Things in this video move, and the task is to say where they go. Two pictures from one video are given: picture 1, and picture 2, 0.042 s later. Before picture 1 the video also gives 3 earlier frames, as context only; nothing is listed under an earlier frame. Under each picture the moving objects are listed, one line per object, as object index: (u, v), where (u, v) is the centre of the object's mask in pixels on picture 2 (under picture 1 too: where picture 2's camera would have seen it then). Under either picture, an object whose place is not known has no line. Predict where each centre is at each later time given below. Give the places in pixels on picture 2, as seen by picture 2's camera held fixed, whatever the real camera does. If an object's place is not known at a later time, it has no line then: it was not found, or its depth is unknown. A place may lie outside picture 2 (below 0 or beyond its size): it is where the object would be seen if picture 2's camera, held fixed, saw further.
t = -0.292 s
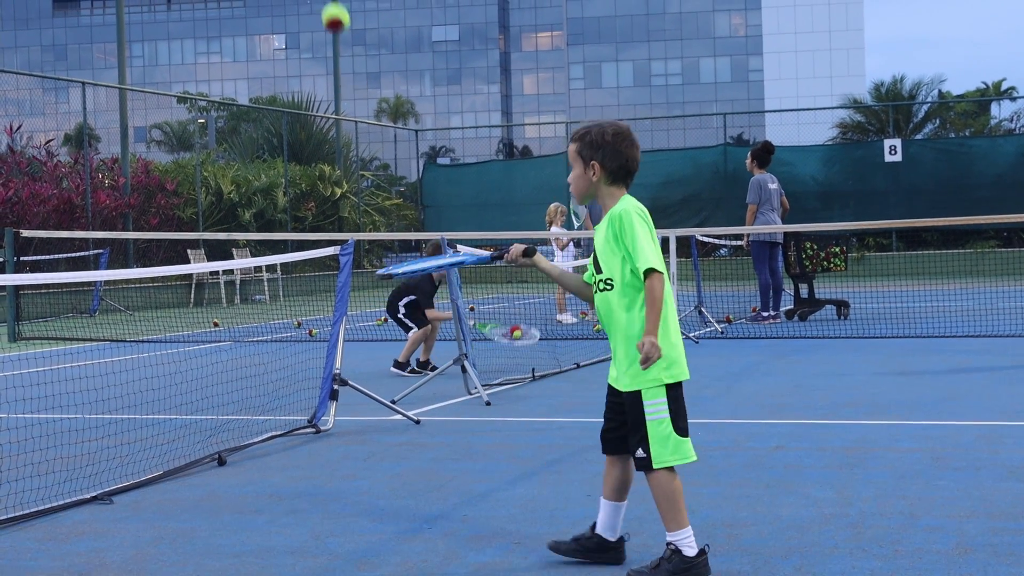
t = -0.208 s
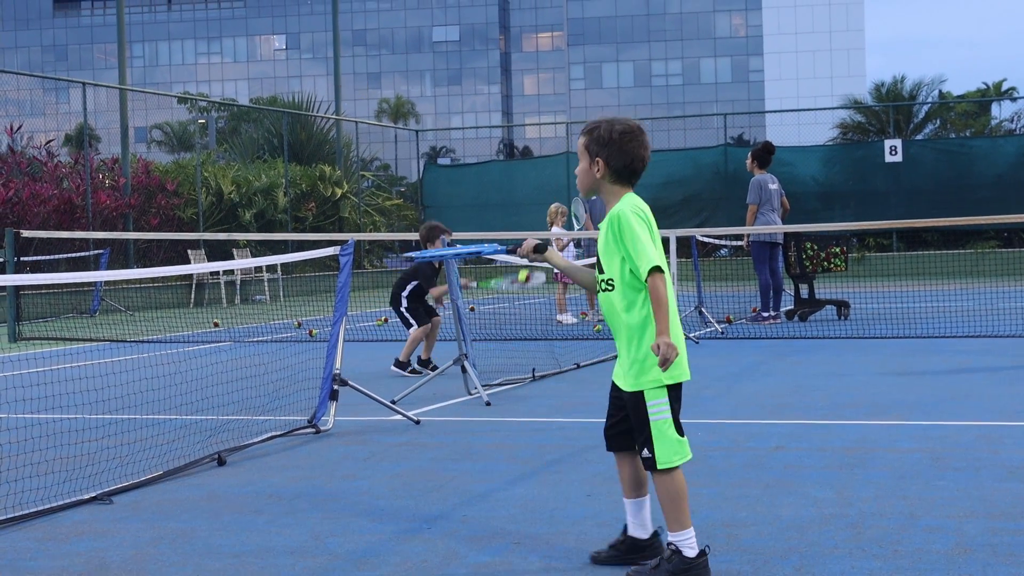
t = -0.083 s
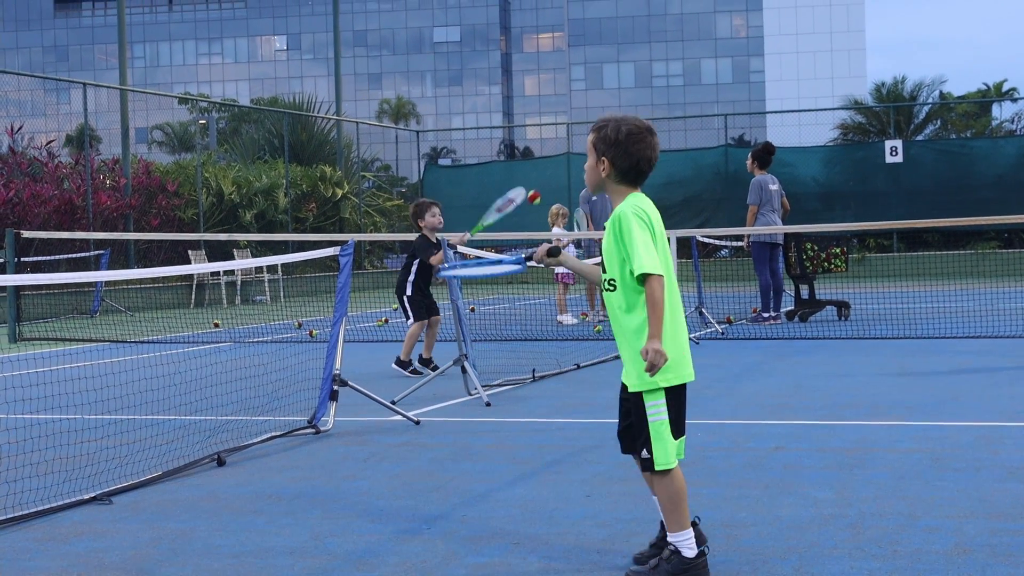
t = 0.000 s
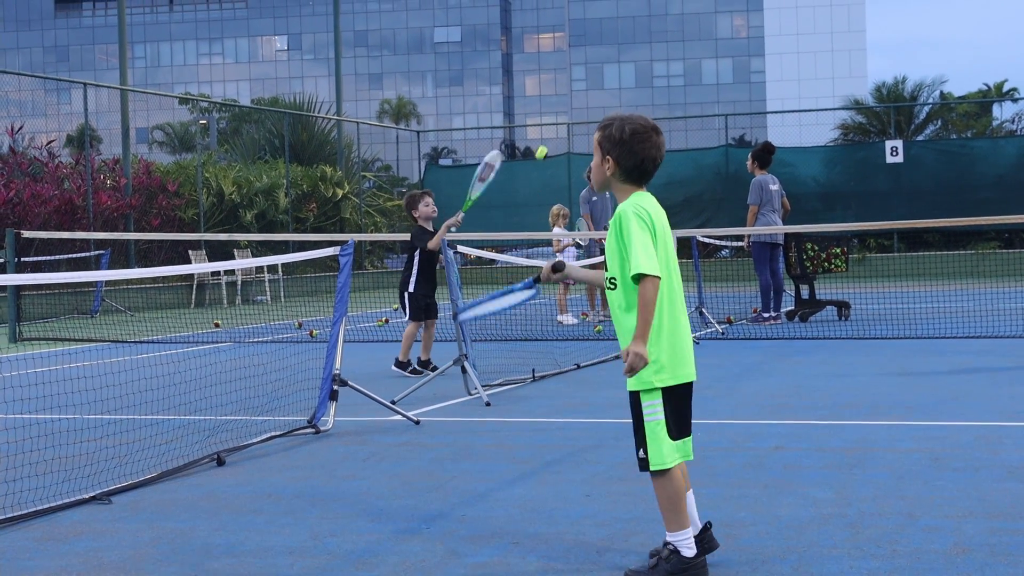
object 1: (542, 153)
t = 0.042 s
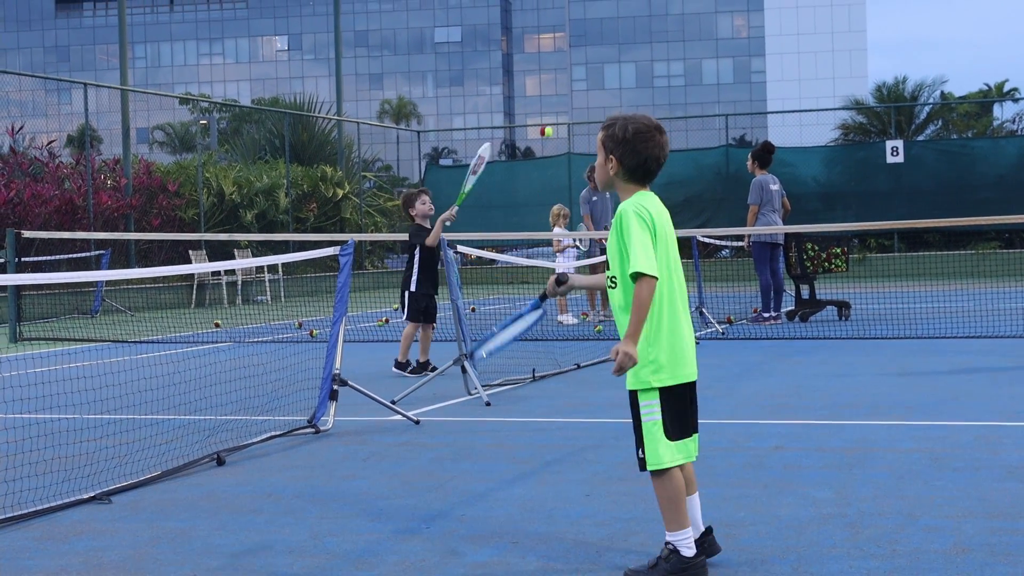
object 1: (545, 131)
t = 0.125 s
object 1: (548, 104)
